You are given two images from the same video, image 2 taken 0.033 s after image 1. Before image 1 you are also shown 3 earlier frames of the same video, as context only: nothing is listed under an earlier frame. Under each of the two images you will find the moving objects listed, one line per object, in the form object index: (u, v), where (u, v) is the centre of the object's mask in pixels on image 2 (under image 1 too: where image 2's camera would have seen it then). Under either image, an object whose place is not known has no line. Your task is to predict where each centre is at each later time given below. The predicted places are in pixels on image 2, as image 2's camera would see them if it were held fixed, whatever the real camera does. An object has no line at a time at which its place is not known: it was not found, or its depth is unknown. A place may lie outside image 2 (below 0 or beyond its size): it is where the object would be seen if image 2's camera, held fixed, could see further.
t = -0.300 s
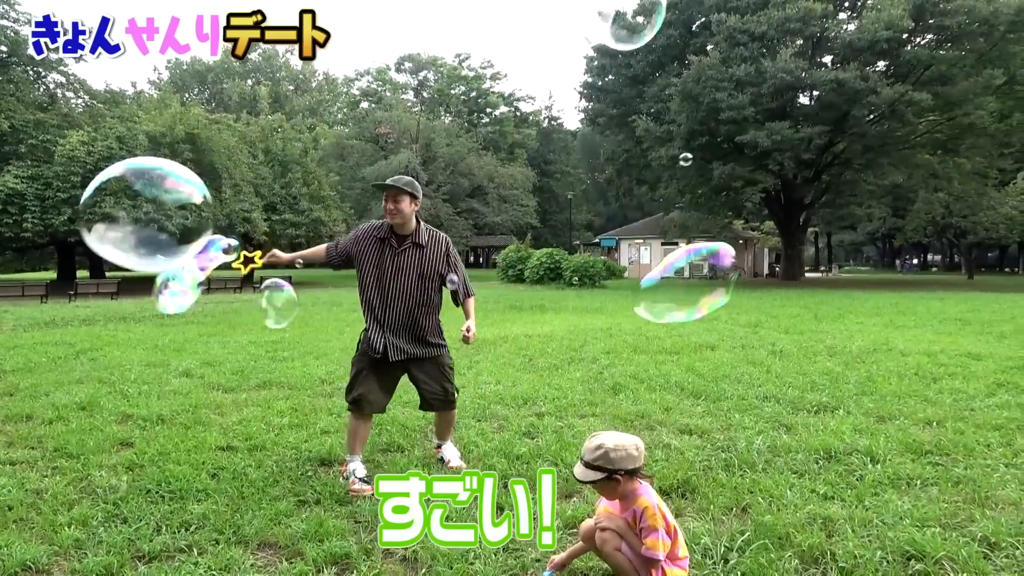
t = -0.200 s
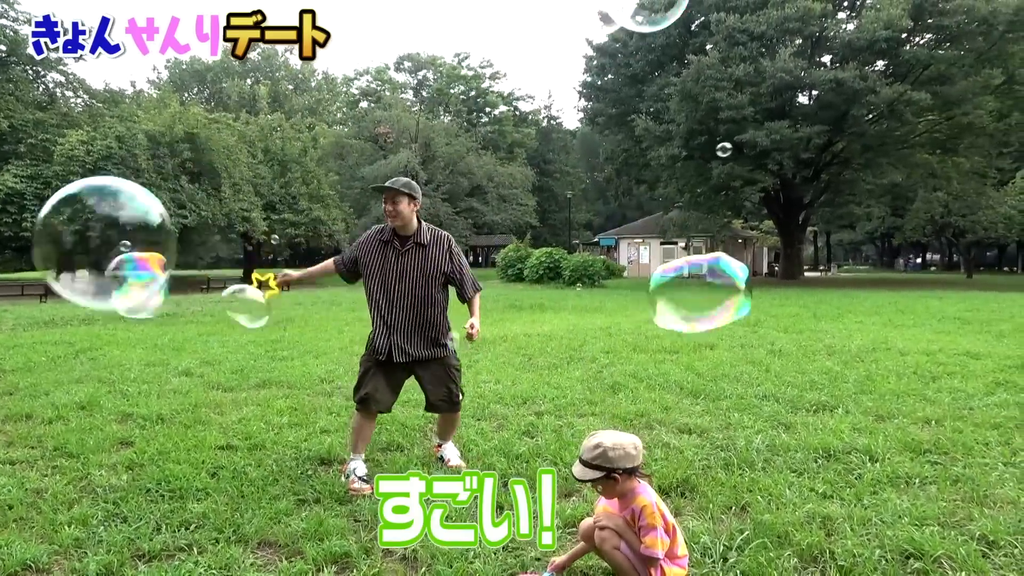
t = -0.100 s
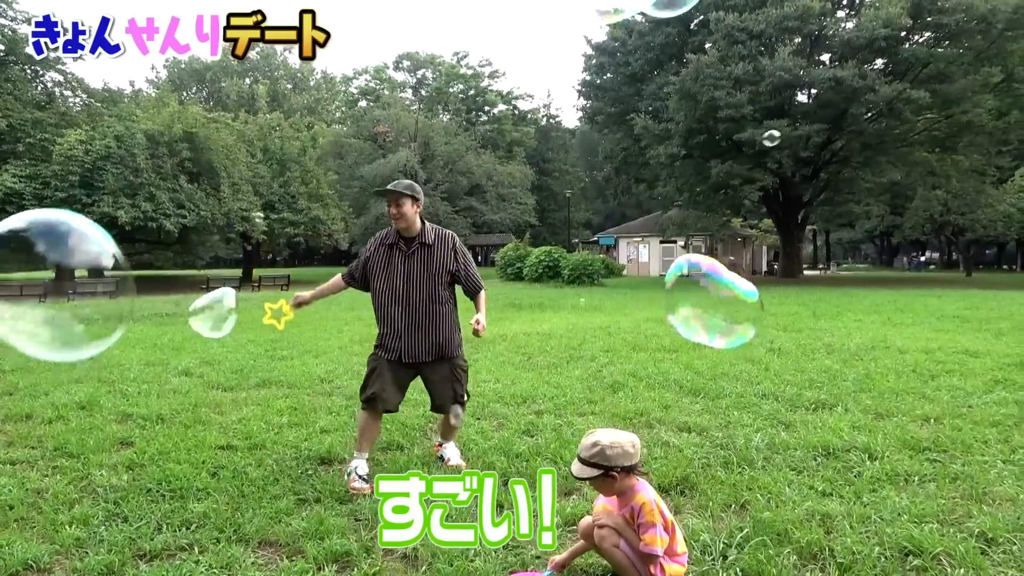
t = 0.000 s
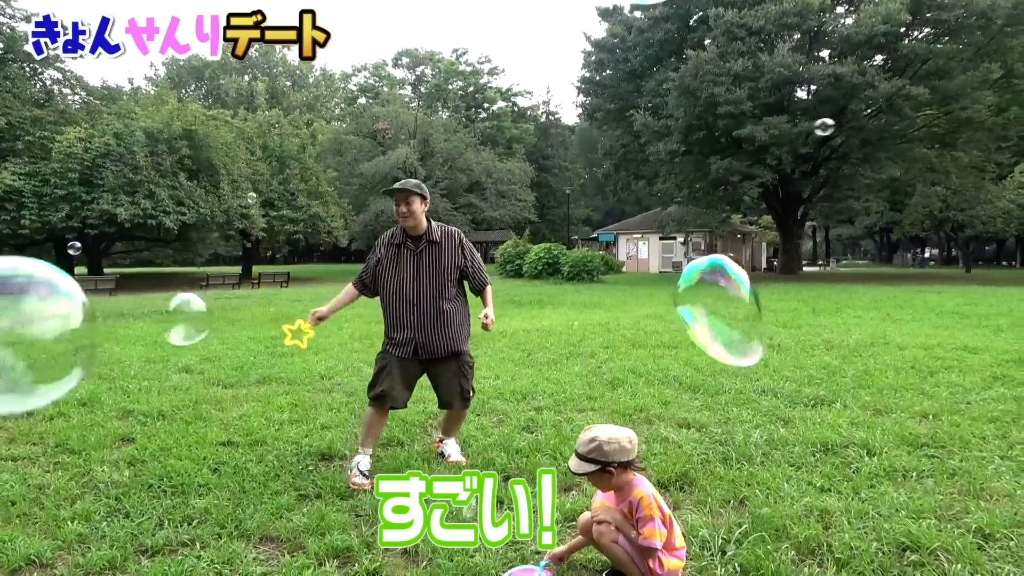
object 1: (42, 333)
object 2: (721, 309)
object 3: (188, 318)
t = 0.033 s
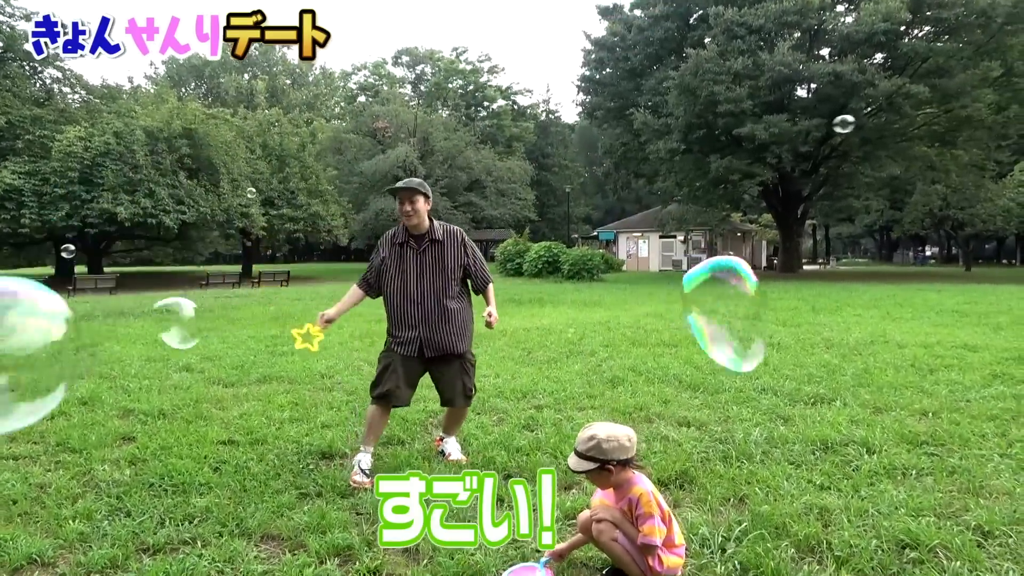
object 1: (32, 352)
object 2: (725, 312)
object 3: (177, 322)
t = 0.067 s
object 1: (26, 371)
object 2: (732, 316)
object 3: (168, 326)
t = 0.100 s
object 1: (15, 393)
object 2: (738, 319)
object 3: (161, 332)
